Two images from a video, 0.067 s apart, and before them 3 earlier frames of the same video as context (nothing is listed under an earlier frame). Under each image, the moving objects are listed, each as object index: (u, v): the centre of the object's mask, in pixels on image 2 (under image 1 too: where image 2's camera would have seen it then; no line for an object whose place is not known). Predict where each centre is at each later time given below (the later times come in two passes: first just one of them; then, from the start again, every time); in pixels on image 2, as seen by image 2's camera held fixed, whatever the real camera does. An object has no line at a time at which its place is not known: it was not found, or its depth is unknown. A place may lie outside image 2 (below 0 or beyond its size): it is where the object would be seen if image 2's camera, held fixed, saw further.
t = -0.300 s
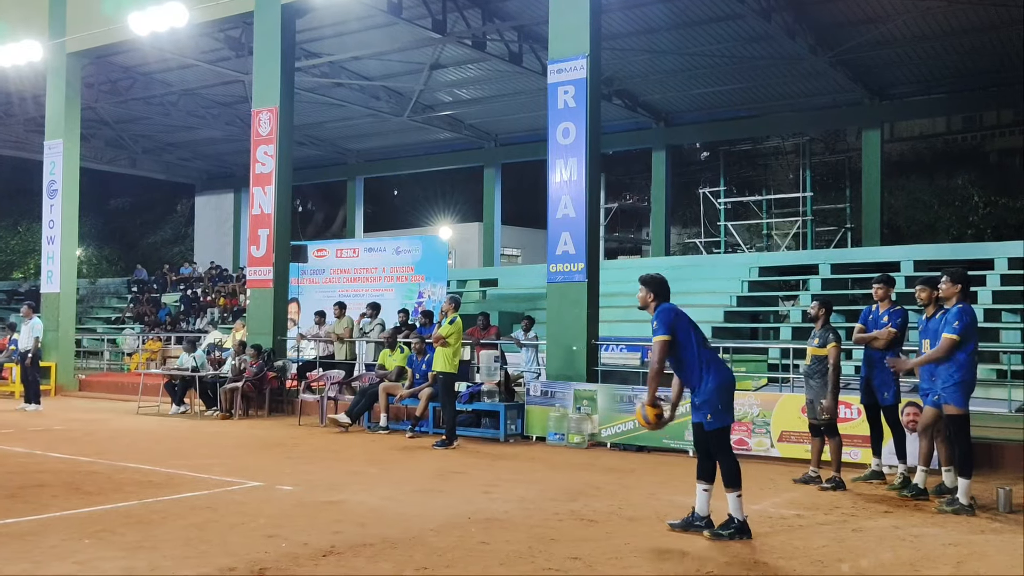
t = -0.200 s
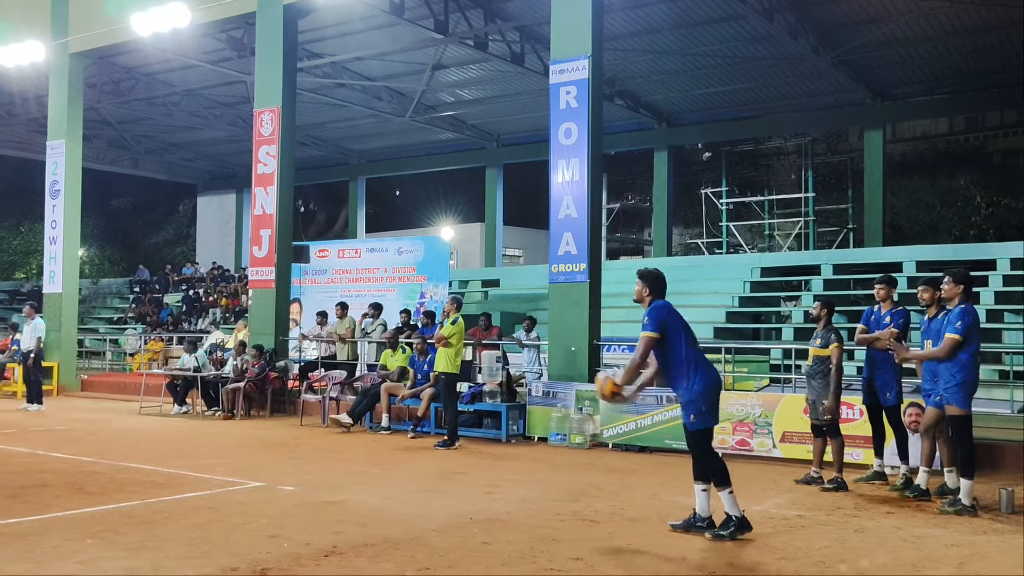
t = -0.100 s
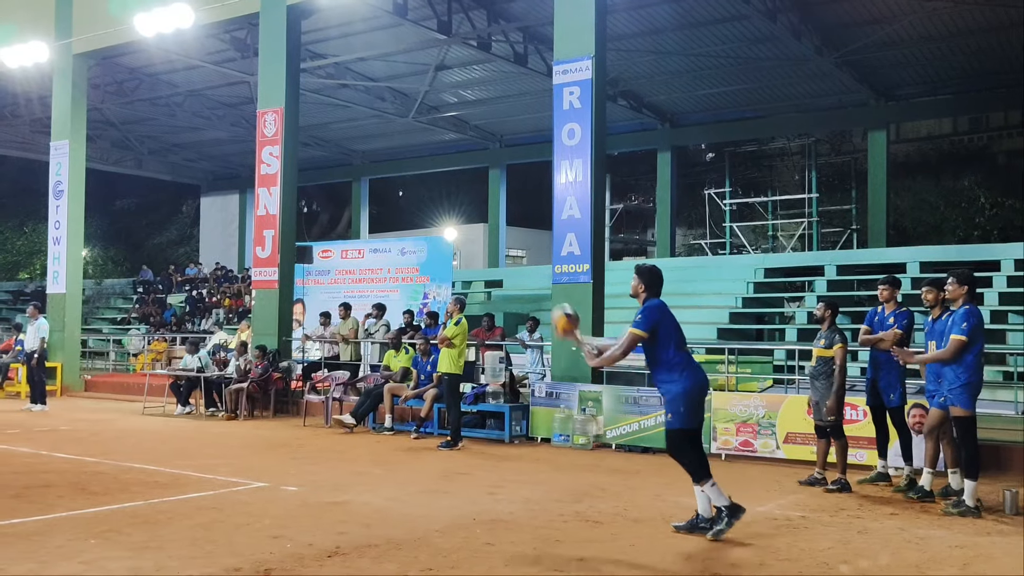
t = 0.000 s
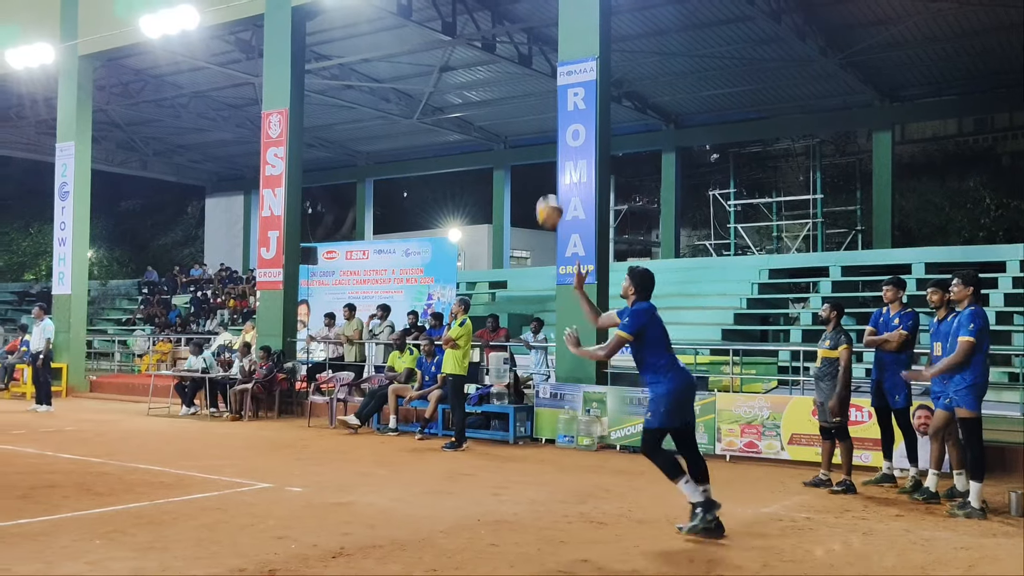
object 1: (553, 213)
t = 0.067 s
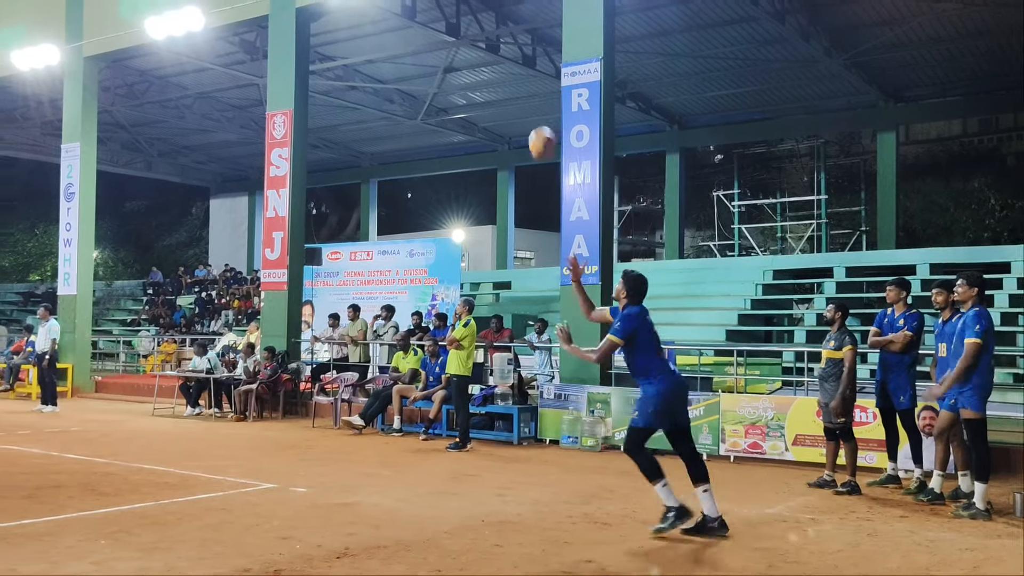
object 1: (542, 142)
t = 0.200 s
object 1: (520, 27)
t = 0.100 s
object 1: (536, 111)
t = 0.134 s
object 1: (530, 82)
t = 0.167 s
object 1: (525, 54)
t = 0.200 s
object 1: (520, 27)
